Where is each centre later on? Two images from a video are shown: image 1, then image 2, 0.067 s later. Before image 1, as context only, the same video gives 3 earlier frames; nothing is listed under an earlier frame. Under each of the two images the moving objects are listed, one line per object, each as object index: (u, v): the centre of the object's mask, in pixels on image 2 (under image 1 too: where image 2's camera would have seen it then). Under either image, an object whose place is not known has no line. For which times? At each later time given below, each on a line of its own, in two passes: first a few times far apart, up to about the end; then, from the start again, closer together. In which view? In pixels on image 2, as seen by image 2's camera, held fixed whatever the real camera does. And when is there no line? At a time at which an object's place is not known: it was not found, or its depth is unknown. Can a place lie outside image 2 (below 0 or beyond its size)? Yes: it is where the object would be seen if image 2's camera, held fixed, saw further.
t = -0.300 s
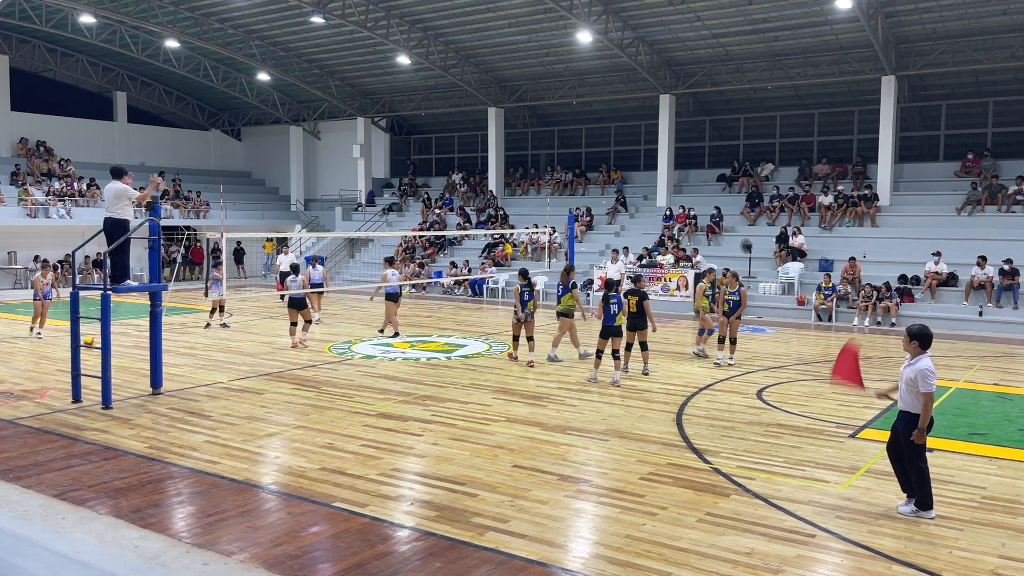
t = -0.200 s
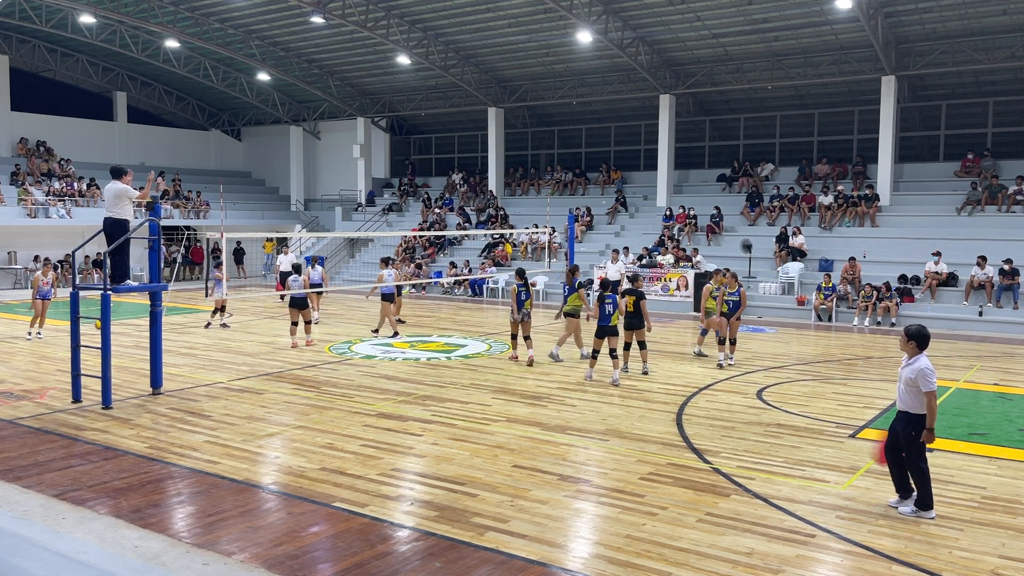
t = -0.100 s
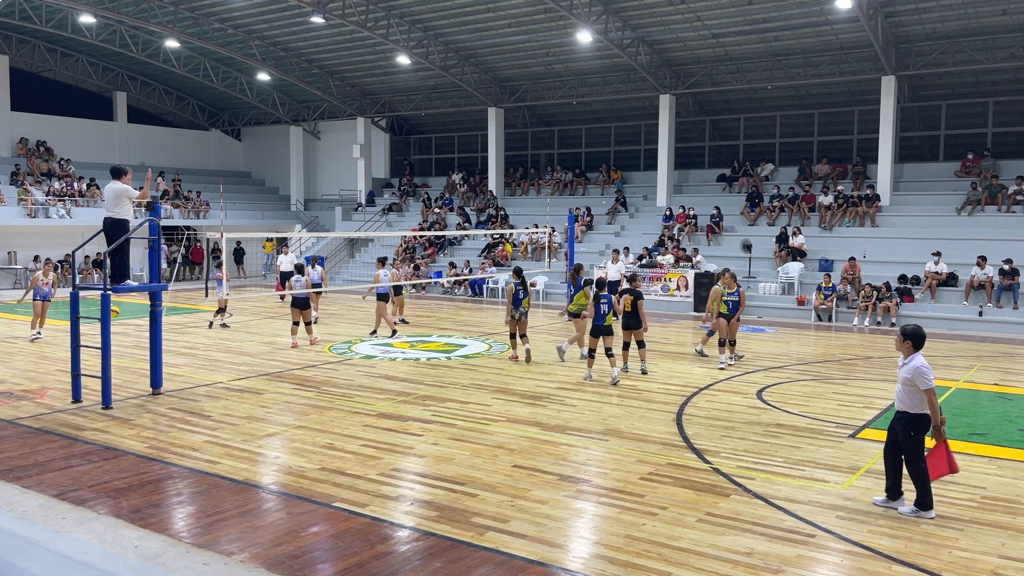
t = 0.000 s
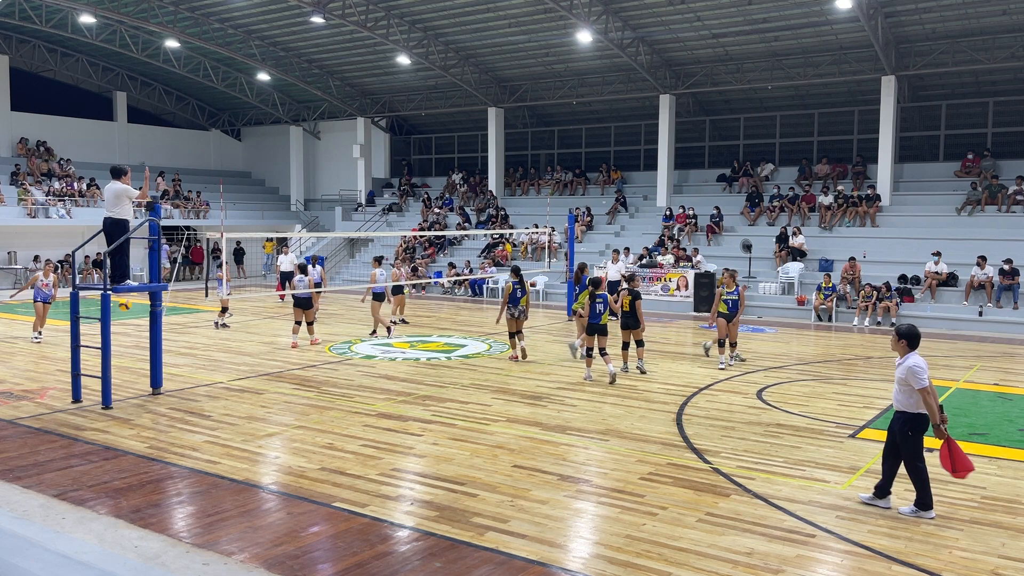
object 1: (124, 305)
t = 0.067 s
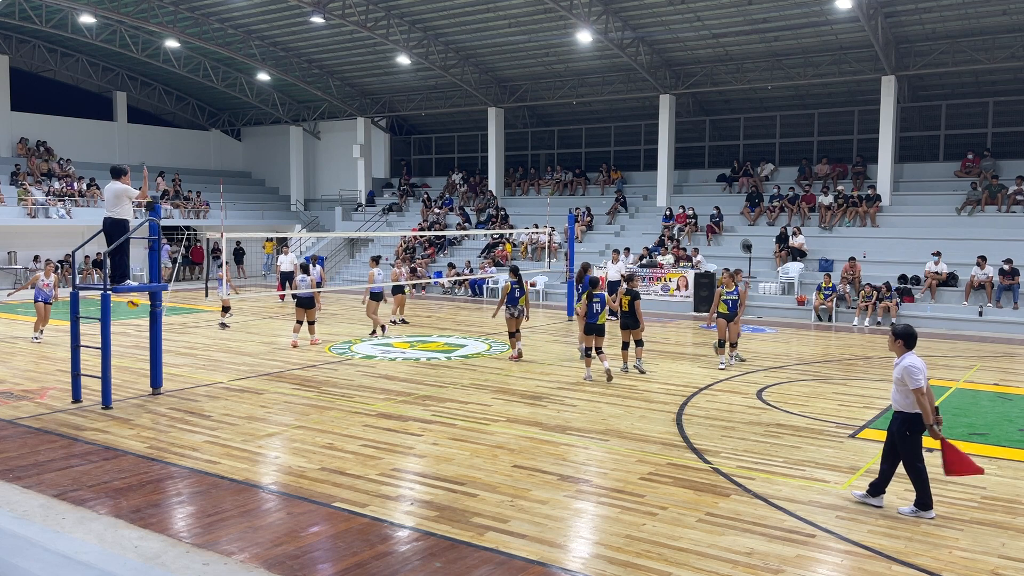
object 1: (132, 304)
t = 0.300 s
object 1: (165, 317)
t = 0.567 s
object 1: (199, 357)
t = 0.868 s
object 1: (242, 335)
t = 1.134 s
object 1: (283, 363)
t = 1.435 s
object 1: (332, 361)
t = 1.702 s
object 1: (381, 381)
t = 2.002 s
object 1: (438, 382)
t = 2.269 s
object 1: (493, 413)
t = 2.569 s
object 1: (562, 411)
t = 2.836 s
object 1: (627, 424)
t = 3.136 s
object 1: (710, 442)
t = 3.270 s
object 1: (749, 449)
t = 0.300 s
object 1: (165, 317)
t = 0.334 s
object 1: (168, 320)
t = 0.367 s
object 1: (172, 326)
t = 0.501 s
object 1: (190, 354)
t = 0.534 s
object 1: (196, 362)
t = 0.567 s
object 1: (199, 357)
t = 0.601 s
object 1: (203, 353)
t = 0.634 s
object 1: (208, 348)
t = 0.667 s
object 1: (213, 344)
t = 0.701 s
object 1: (218, 341)
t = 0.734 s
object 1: (223, 338)
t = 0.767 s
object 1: (227, 337)
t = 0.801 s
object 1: (232, 335)
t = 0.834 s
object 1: (237, 334)
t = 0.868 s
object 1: (242, 335)
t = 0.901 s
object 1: (248, 335)
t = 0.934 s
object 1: (252, 337)
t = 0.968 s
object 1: (257, 340)
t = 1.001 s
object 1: (263, 343)
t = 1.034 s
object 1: (268, 346)
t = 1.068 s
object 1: (273, 351)
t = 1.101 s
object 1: (278, 356)
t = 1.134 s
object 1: (283, 363)
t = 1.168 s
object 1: (289, 368)
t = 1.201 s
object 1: (294, 377)
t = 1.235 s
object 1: (299, 378)
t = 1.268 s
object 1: (305, 373)
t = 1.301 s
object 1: (310, 371)
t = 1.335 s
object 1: (316, 366)
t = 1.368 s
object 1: (323, 364)
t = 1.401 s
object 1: (328, 362)
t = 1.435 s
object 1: (332, 361)
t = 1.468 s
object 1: (339, 361)
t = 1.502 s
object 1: (345, 361)
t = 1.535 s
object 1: (351, 362)
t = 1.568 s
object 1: (357, 365)
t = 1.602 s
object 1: (363, 367)
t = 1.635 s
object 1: (368, 371)
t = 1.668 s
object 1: (374, 376)
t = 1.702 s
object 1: (381, 381)
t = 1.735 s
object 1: (387, 387)
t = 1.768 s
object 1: (393, 393)
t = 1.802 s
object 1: (399, 395)
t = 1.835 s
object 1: (406, 391)
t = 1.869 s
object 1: (412, 388)
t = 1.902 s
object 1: (418, 385)
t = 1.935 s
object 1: (425, 384)
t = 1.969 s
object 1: (431, 382)
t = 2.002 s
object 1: (438, 382)
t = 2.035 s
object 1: (445, 384)
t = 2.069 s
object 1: (451, 385)
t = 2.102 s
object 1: (458, 387)
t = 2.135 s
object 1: (465, 390)
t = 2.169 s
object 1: (472, 394)
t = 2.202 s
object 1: (479, 400)
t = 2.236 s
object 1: (486, 406)
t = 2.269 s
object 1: (493, 413)
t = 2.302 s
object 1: (500, 412)
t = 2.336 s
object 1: (508, 408)
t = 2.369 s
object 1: (514, 406)
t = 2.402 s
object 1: (523, 404)
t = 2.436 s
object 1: (530, 404)
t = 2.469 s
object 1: (538, 404)
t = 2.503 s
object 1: (545, 406)
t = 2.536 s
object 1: (553, 408)
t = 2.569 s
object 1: (562, 411)
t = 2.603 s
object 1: (569, 415)
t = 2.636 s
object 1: (577, 420)
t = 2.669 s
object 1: (585, 426)
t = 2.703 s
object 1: (594, 429)
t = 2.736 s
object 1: (602, 426)
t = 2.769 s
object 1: (611, 424)
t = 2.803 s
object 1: (619, 424)
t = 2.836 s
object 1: (627, 424)
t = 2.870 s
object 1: (637, 425)
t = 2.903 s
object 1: (645, 427)
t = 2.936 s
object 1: (654, 430)
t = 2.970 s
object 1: (663, 434)
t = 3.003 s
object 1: (672, 440)
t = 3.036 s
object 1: (681, 445)
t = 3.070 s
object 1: (691, 443)
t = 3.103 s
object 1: (700, 442)
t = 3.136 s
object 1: (710, 442)
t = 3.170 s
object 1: (720, 442)
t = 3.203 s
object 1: (730, 444)
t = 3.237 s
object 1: (739, 446)
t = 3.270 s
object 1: (749, 449)
